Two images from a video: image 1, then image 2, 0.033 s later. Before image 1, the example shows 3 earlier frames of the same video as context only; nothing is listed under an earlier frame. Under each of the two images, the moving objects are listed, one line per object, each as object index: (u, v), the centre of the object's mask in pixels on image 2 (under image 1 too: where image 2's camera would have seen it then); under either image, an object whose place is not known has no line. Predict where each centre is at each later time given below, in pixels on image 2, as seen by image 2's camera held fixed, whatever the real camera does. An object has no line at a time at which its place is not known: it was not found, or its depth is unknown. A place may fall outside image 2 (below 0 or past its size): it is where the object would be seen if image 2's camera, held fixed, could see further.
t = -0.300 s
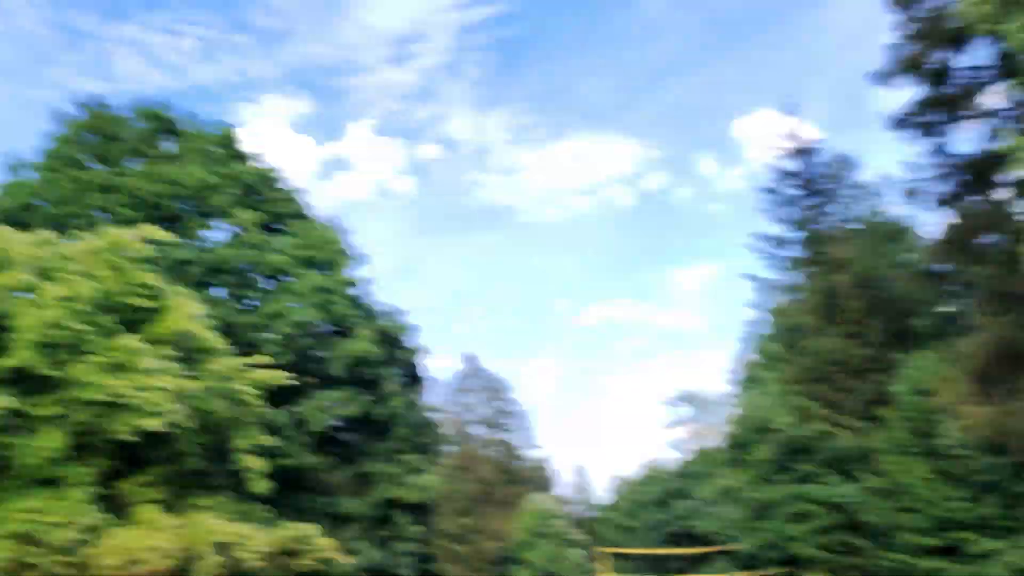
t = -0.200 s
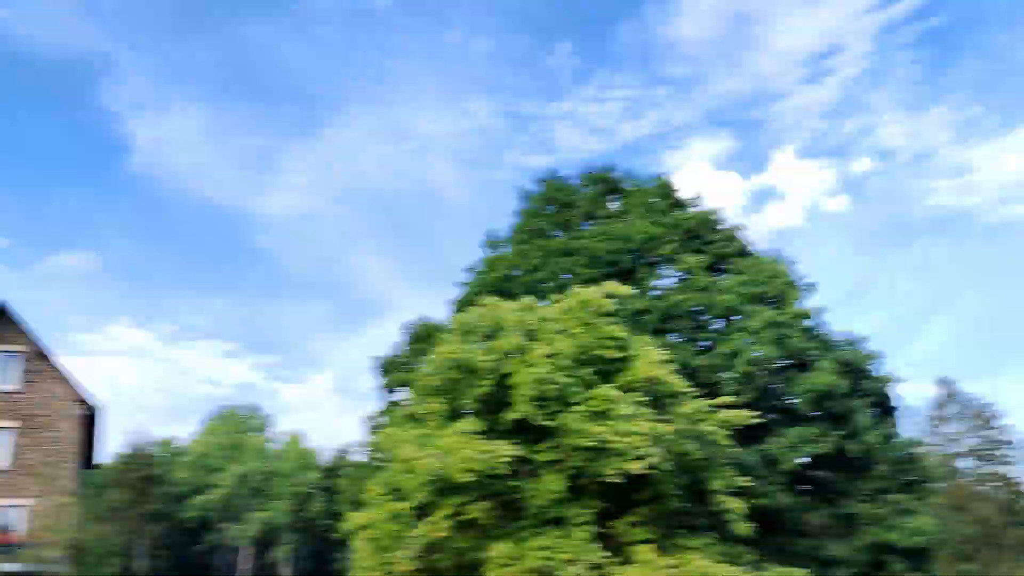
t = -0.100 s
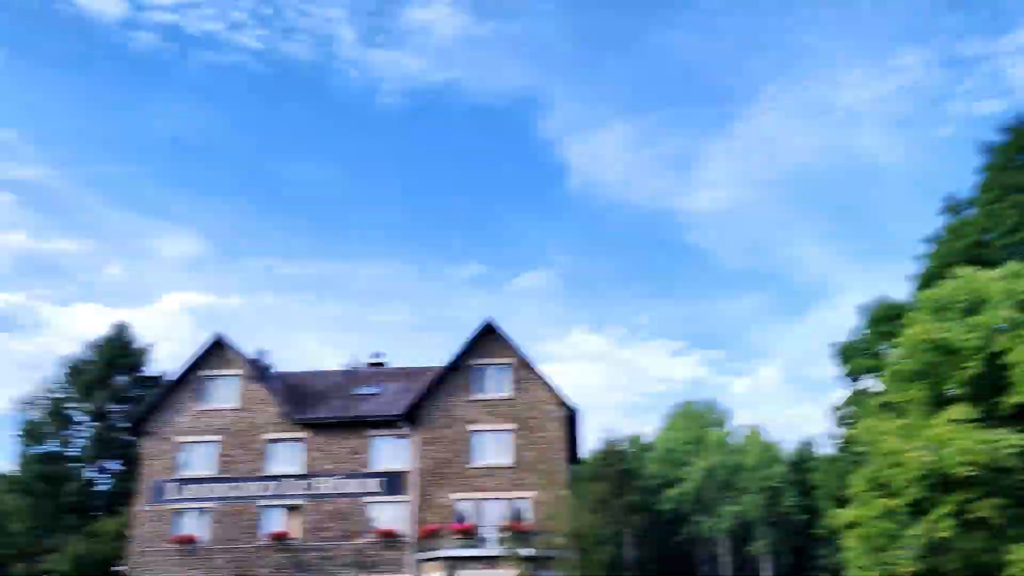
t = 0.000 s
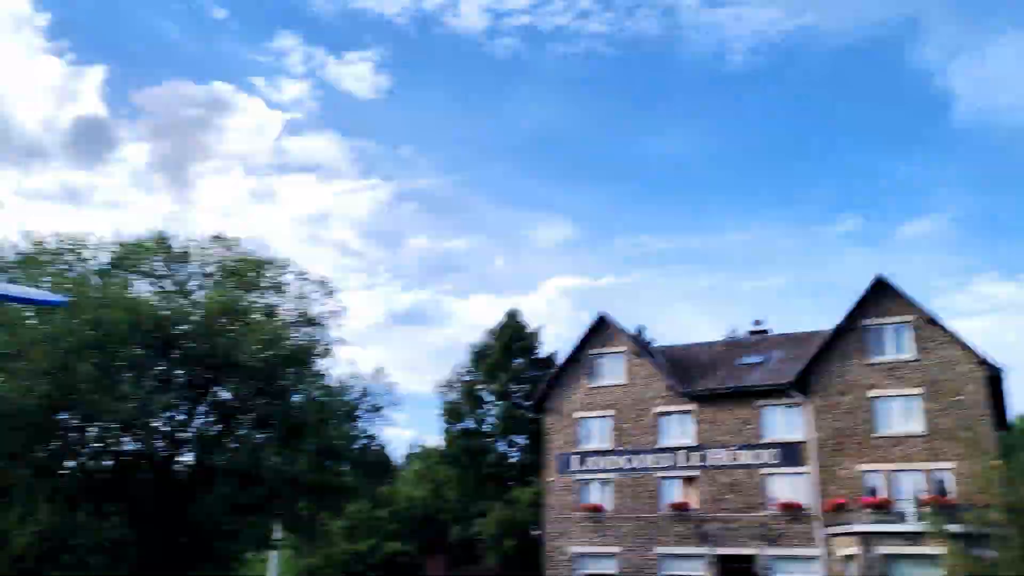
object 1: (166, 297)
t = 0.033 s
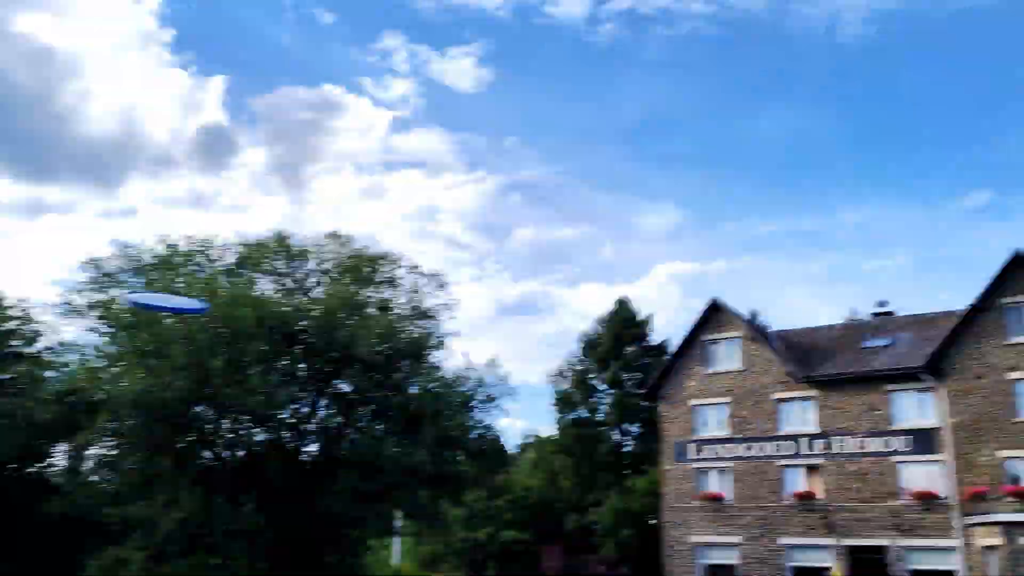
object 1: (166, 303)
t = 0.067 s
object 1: (176, 309)
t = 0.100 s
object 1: (183, 312)
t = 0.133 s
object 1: (192, 314)
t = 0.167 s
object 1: (199, 316)
